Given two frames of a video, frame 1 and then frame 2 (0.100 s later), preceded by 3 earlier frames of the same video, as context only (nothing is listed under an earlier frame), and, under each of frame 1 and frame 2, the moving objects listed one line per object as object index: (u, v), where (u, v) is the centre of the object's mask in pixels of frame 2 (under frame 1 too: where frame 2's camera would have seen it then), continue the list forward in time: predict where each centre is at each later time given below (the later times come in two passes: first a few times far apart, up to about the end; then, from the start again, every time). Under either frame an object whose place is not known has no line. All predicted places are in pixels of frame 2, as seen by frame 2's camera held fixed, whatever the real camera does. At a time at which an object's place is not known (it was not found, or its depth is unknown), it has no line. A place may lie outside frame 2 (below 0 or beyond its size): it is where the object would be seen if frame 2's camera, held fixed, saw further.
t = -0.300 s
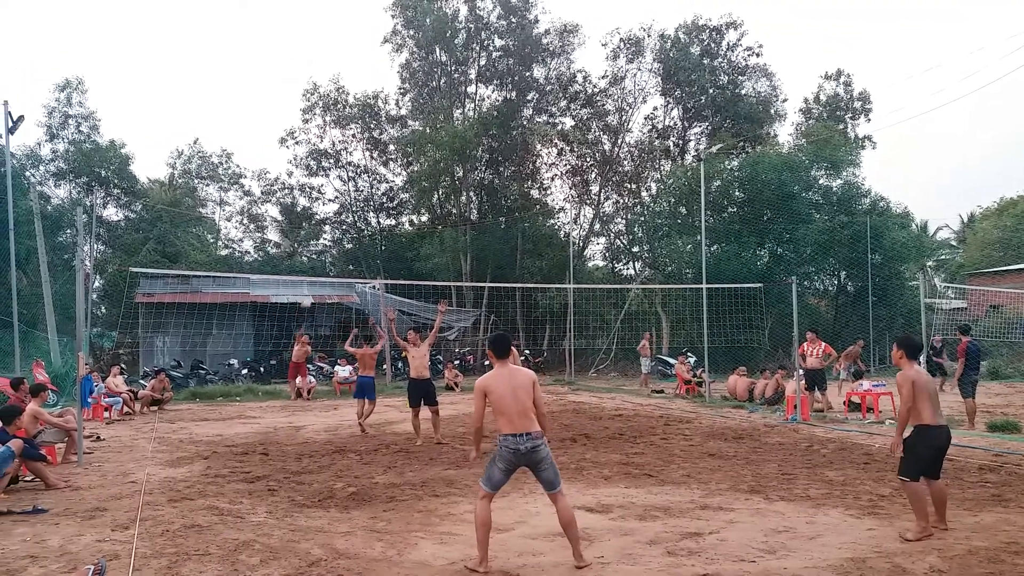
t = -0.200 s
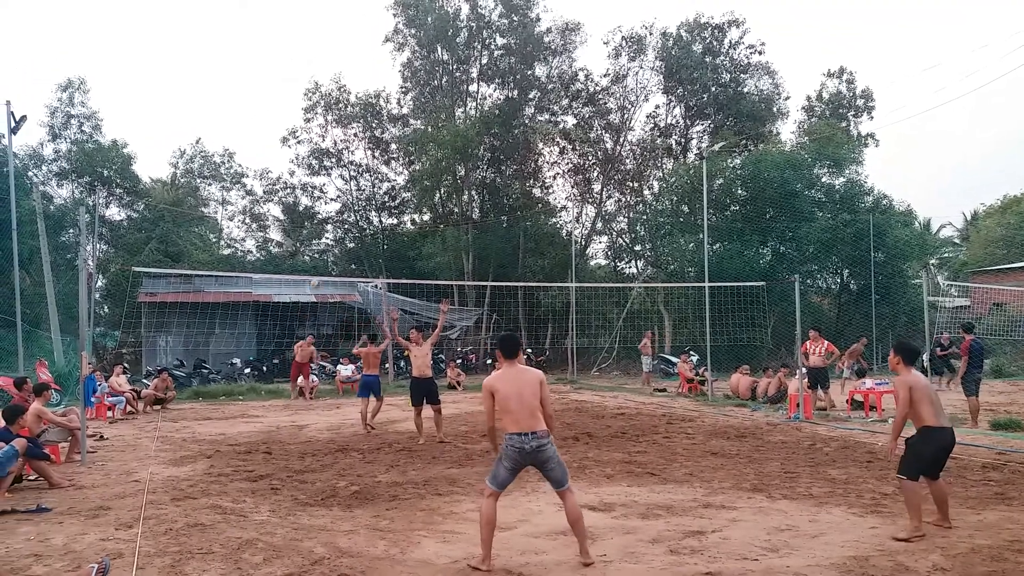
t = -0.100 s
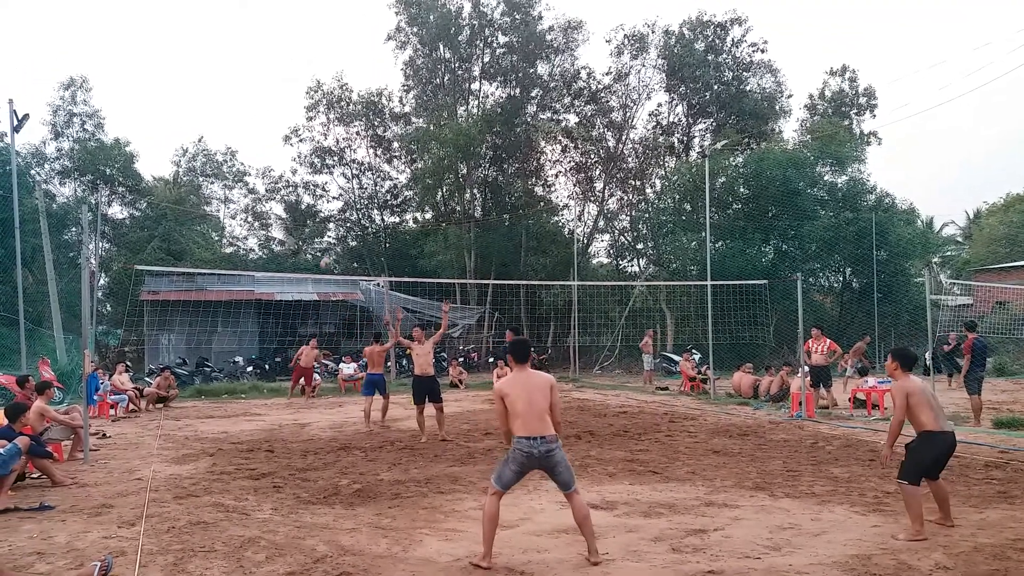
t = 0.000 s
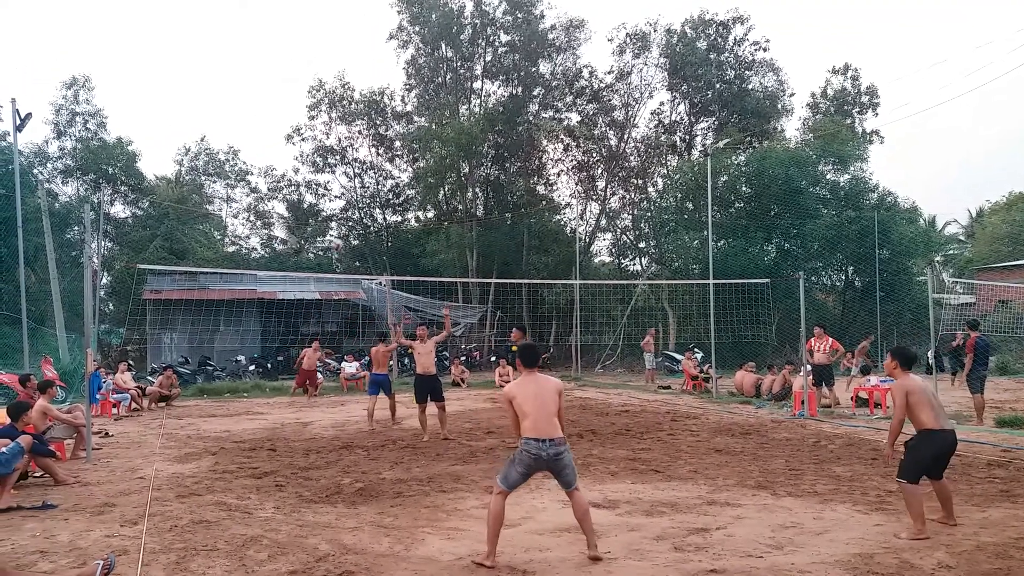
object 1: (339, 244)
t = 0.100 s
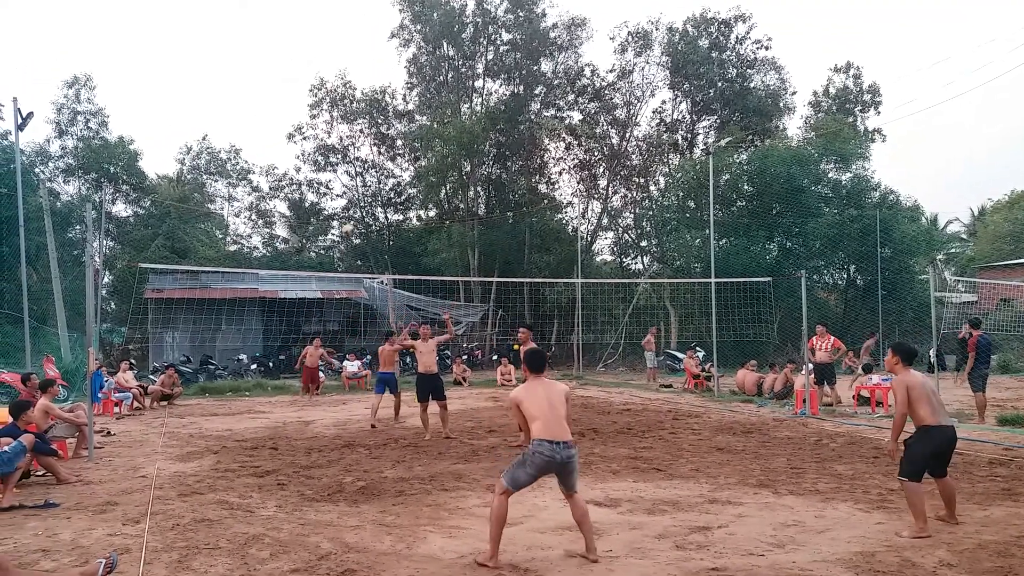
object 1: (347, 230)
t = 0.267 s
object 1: (371, 217)
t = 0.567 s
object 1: (451, 244)
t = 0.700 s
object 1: (514, 305)
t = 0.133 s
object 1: (351, 226)
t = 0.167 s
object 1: (356, 223)
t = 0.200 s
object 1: (360, 221)
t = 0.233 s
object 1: (366, 219)
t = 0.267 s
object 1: (371, 217)
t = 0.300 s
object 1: (378, 216)
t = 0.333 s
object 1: (383, 216)
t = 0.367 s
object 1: (392, 217)
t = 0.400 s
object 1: (400, 218)
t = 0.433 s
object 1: (408, 220)
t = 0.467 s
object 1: (418, 223)
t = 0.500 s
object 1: (429, 228)
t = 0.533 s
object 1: (440, 235)
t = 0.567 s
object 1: (451, 244)
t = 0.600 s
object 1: (465, 255)
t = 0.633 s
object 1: (480, 268)
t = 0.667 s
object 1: (496, 285)
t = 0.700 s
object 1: (514, 305)
